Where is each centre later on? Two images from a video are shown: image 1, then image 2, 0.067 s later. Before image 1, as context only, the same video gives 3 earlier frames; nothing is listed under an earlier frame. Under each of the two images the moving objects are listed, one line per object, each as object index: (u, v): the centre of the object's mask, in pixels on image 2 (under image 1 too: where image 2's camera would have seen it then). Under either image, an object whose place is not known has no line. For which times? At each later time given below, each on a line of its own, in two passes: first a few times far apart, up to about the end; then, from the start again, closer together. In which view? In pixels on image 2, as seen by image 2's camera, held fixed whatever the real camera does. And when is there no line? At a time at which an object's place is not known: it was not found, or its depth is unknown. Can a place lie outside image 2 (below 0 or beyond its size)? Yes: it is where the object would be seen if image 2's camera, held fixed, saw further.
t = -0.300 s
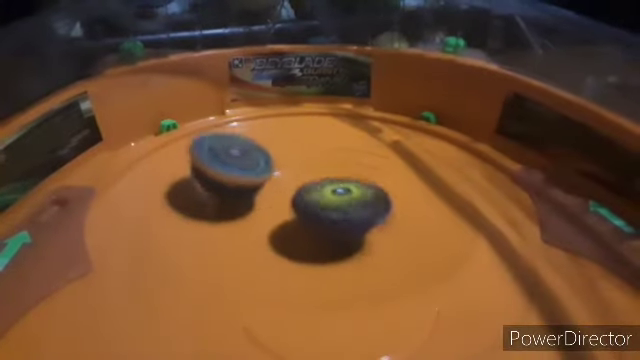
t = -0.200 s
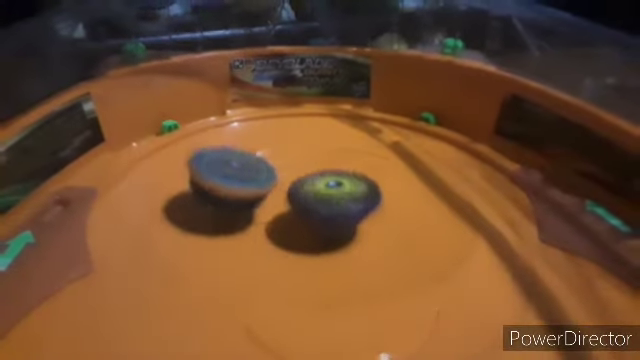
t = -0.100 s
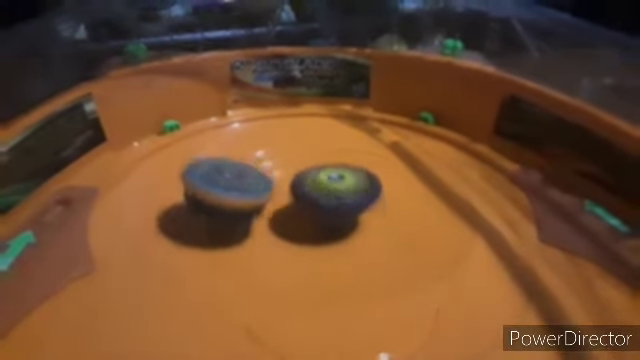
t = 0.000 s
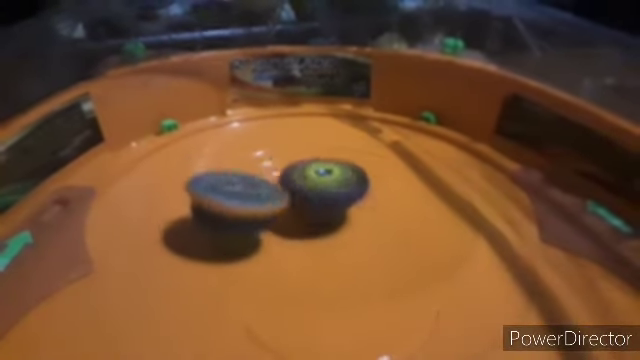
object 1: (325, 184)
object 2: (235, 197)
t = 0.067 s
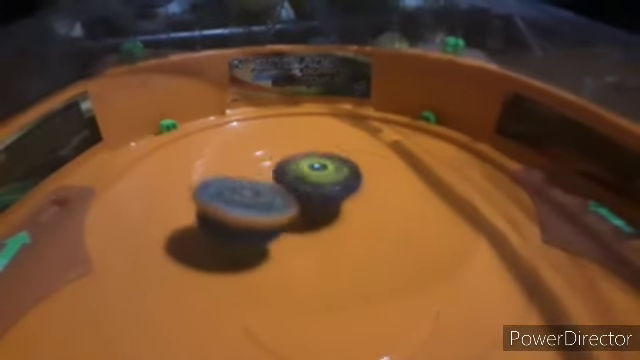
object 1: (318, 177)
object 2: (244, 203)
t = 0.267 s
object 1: (293, 168)
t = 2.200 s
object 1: (311, 175)
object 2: (216, 183)
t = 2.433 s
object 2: (181, 179)
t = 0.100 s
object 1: (315, 175)
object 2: (248, 206)
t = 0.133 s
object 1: (311, 172)
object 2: (254, 209)
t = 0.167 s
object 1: (307, 170)
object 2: (260, 211)
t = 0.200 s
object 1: (303, 169)
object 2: (267, 212)
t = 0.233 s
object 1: (297, 168)
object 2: (274, 212)
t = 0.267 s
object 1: (293, 168)
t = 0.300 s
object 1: (289, 168)
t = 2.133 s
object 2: (233, 188)
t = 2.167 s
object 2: (224, 185)
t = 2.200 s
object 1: (311, 175)
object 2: (216, 183)
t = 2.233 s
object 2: (207, 181)
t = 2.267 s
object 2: (200, 179)
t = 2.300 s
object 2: (193, 179)
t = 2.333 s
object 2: (187, 177)
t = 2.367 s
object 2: (184, 177)
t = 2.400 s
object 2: (181, 178)
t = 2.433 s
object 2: (181, 179)
